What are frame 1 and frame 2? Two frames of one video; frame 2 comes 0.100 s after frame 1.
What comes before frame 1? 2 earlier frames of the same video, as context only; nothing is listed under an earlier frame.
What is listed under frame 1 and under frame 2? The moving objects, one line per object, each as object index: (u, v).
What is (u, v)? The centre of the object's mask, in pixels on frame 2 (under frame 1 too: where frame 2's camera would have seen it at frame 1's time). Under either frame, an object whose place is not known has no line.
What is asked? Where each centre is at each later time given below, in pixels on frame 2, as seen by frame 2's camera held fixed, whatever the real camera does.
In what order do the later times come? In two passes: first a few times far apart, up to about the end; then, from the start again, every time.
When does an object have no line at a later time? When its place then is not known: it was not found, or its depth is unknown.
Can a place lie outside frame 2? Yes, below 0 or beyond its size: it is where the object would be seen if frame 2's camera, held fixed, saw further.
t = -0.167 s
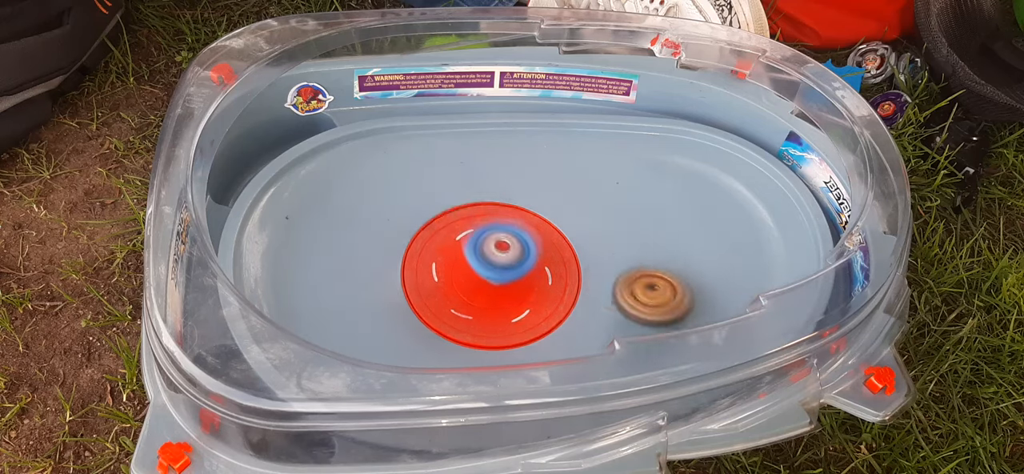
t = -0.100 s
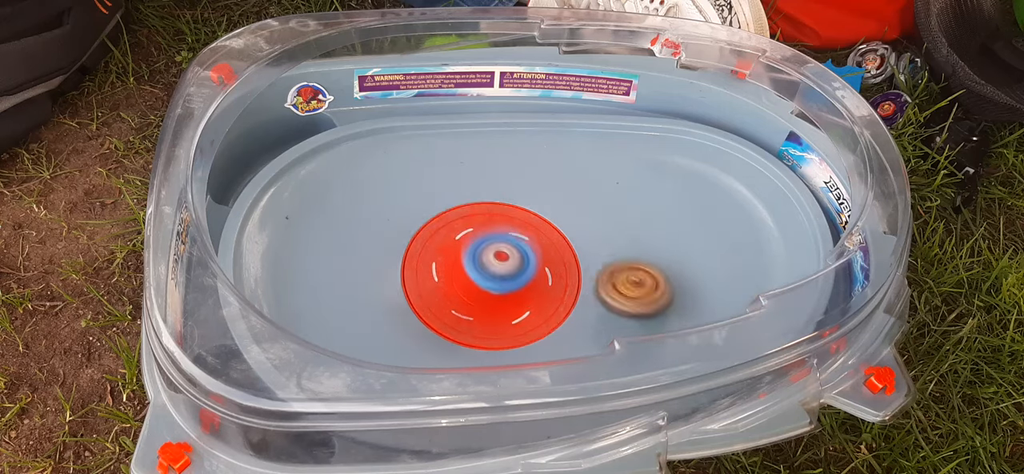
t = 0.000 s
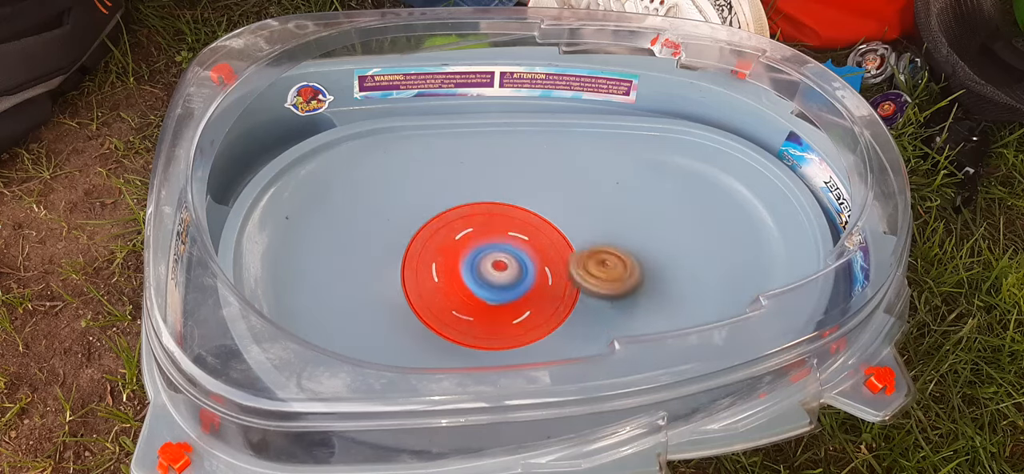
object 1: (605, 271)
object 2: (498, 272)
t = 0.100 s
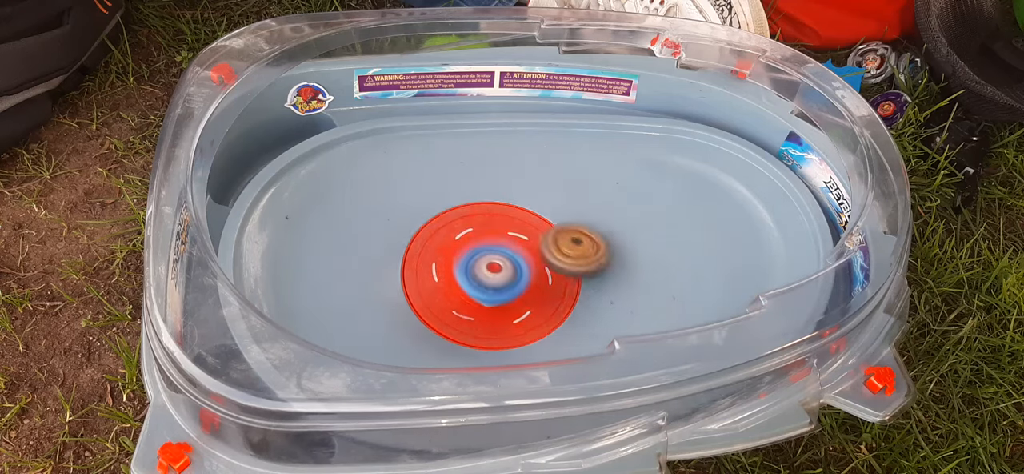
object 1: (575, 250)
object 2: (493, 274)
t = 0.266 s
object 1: (529, 215)
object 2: (493, 266)
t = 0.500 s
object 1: (482, 195)
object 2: (484, 267)
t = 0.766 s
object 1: (476, 200)
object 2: (516, 252)
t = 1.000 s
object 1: (495, 225)
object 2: (541, 263)
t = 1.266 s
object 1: (510, 264)
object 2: (564, 310)
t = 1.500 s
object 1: (523, 290)
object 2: (586, 321)
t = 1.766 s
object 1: (534, 288)
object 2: (618, 288)
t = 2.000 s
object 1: (518, 264)
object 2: (590, 265)
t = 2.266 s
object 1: (476, 246)
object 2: (546, 254)
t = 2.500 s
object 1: (467, 251)
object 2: (553, 217)
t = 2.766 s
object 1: (495, 254)
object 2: (521, 194)
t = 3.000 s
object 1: (532, 271)
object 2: (491, 193)
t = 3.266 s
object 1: (561, 265)
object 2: (459, 197)
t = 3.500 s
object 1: (541, 247)
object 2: (447, 230)
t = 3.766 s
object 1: (501, 233)
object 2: (448, 281)
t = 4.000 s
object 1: (460, 235)
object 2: (479, 302)
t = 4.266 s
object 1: (445, 260)
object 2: (528, 276)
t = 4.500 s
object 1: (480, 282)
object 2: (543, 237)
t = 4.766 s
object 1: (539, 281)
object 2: (525, 201)
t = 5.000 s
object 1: (569, 260)
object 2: (498, 211)
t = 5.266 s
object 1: (552, 234)
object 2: (483, 252)
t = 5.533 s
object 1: (514, 228)
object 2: (489, 289)
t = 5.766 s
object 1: (480, 239)
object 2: (532, 296)
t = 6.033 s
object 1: (469, 259)
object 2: (559, 272)
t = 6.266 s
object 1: (488, 274)
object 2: (555, 231)
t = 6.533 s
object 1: (526, 276)
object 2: (527, 202)
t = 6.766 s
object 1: (547, 262)
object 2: (494, 208)
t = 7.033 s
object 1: (542, 242)
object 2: (462, 248)
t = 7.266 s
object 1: (516, 230)
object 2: (476, 278)
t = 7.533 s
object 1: (492, 223)
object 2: (537, 288)
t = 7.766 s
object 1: (488, 236)
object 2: (561, 259)
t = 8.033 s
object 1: (465, 249)
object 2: (566, 227)
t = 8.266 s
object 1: (449, 251)
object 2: (530, 214)
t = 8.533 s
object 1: (442, 250)
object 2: (519, 232)
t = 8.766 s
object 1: (465, 253)
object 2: (536, 245)
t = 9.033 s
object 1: (491, 267)
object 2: (566, 245)
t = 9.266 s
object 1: (477, 284)
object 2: (540, 233)
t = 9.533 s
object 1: (468, 278)
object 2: (517, 234)
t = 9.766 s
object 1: (481, 274)
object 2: (535, 221)
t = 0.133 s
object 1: (563, 243)
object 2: (490, 272)
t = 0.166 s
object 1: (554, 236)
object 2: (490, 271)
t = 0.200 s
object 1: (545, 230)
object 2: (491, 267)
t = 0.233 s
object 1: (537, 223)
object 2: (493, 264)
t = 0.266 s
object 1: (529, 215)
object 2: (493, 266)
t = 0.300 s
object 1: (522, 208)
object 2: (491, 268)
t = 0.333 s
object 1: (515, 201)
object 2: (488, 268)
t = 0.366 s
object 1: (508, 195)
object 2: (485, 269)
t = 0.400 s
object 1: (501, 193)
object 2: (484, 268)
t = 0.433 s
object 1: (494, 193)
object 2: (483, 268)
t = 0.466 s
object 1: (487, 194)
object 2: (483, 268)
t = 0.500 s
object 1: (482, 195)
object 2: (484, 267)
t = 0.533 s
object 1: (478, 194)
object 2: (485, 264)
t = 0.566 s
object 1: (475, 195)
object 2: (488, 262)
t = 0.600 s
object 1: (473, 197)
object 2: (490, 260)
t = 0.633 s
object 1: (472, 197)
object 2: (494, 258)
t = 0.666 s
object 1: (472, 196)
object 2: (499, 255)
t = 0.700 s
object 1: (472, 196)
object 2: (504, 254)
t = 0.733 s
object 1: (474, 198)
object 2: (510, 252)
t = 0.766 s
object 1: (476, 200)
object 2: (516, 252)
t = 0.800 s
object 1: (477, 203)
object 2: (521, 252)
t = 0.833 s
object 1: (479, 206)
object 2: (526, 253)
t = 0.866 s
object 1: (482, 210)
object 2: (531, 254)
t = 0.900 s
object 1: (486, 214)
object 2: (533, 255)
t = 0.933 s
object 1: (489, 217)
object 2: (536, 257)
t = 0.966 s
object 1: (492, 221)
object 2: (538, 260)
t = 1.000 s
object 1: (495, 225)
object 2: (541, 263)
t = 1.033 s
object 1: (497, 231)
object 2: (548, 267)
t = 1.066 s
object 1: (500, 236)
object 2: (555, 274)
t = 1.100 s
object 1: (503, 242)
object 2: (561, 281)
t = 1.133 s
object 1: (505, 249)
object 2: (563, 287)
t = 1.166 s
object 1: (507, 253)
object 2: (558, 290)
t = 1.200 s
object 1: (506, 256)
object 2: (561, 296)
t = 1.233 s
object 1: (508, 259)
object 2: (562, 303)
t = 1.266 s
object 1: (510, 264)
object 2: (564, 310)
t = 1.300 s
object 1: (512, 269)
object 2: (564, 315)
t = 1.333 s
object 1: (514, 273)
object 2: (565, 320)
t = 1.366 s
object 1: (516, 278)
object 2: (567, 323)
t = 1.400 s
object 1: (517, 282)
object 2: (570, 325)
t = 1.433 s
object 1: (519, 285)
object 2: (575, 325)
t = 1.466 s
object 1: (521, 288)
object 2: (580, 323)
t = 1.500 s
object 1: (523, 290)
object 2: (586, 321)
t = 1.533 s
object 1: (525, 293)
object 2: (592, 317)
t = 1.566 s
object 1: (527, 295)
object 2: (597, 314)
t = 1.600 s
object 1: (529, 294)
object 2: (603, 310)
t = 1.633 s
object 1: (531, 294)
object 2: (607, 306)
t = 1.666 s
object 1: (533, 293)
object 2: (611, 302)
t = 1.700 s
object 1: (534, 292)
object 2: (614, 297)
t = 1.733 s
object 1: (534, 290)
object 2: (616, 293)
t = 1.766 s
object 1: (534, 288)
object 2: (618, 288)
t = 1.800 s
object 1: (533, 285)
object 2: (618, 284)
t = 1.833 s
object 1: (532, 282)
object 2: (617, 279)
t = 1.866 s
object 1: (530, 279)
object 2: (615, 275)
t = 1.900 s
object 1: (528, 275)
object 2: (612, 271)
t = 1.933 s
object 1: (526, 272)
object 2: (607, 268)
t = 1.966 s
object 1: (522, 268)
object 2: (600, 265)
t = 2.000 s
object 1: (518, 264)
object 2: (590, 265)
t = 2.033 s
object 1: (514, 260)
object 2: (579, 266)
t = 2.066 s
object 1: (504, 258)
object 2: (580, 265)
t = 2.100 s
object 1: (495, 254)
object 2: (578, 265)
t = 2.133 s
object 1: (490, 252)
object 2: (571, 266)
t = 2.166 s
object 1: (487, 250)
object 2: (563, 268)
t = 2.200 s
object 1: (484, 248)
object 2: (555, 265)
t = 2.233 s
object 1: (480, 247)
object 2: (549, 260)
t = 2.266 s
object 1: (476, 246)
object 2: (546, 254)
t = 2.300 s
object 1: (473, 244)
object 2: (546, 249)
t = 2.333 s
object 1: (469, 245)
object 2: (549, 240)
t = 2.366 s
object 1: (467, 246)
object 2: (551, 234)
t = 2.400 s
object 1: (466, 247)
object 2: (553, 228)
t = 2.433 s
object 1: (465, 248)
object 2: (555, 223)
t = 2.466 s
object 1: (465, 249)
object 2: (556, 219)
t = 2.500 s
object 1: (467, 251)
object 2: (553, 217)
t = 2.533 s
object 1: (469, 251)
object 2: (550, 215)
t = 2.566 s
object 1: (471, 252)
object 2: (548, 211)
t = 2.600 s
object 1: (475, 252)
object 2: (545, 208)
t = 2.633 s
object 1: (479, 253)
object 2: (540, 206)
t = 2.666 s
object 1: (483, 253)
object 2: (537, 202)
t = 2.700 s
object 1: (488, 252)
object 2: (532, 199)
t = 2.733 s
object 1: (493, 252)
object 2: (528, 197)
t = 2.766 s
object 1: (495, 254)
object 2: (521, 194)
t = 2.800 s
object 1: (499, 258)
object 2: (515, 191)
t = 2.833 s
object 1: (504, 259)
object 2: (511, 190)
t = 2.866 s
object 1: (509, 262)
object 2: (508, 192)
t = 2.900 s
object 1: (514, 264)
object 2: (506, 197)
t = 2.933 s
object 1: (520, 266)
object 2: (502, 199)
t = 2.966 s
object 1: (527, 268)
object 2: (497, 194)
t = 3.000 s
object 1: (532, 271)
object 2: (491, 193)
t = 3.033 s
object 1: (539, 272)
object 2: (486, 195)
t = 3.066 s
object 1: (545, 272)
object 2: (481, 195)
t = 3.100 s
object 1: (550, 271)
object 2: (476, 195)
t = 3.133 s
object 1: (554, 271)
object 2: (471, 194)
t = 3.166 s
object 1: (558, 271)
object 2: (466, 194)
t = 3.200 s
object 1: (560, 268)
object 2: (465, 195)
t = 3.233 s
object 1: (561, 266)
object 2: (462, 196)
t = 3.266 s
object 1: (561, 265)
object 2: (459, 197)
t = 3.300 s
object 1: (561, 263)
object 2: (454, 200)
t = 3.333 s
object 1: (560, 260)
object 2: (450, 204)
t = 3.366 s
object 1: (558, 257)
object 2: (448, 209)
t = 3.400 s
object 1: (555, 255)
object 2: (447, 212)
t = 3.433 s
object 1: (552, 252)
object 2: (445, 218)
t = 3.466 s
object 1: (547, 249)
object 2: (447, 224)
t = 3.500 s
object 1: (541, 247)
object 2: (447, 230)
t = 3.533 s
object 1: (536, 246)
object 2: (450, 236)
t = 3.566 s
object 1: (530, 243)
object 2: (453, 242)
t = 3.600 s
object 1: (526, 242)
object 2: (455, 248)
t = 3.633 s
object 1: (524, 239)
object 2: (450, 256)
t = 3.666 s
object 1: (520, 238)
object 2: (448, 263)
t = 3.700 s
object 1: (514, 236)
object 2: (446, 269)
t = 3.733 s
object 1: (507, 234)
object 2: (447, 275)
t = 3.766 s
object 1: (501, 233)
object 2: (448, 281)
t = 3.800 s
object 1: (495, 231)
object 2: (450, 286)
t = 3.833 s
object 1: (488, 231)
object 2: (453, 291)
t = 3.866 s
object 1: (481, 231)
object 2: (457, 295)
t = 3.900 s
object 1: (475, 231)
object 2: (463, 298)
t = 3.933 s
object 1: (469, 232)
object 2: (468, 300)
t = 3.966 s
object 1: (464, 233)
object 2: (473, 302)
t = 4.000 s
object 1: (460, 235)
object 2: (479, 302)
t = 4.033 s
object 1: (456, 236)
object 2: (486, 301)
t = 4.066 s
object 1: (451, 239)
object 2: (492, 300)
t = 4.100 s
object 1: (448, 242)
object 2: (499, 298)
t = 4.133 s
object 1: (445, 245)
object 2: (505, 295)
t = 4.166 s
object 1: (444, 249)
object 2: (510, 291)
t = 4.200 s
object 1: (443, 253)
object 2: (517, 286)
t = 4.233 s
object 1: (444, 256)
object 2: (523, 281)
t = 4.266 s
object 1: (445, 260)
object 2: (528, 276)
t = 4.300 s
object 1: (447, 264)
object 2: (532, 270)
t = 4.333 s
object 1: (451, 267)
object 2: (536, 264)
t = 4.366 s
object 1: (455, 270)
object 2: (538, 259)
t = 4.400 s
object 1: (460, 273)
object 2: (541, 254)
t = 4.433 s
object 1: (466, 276)
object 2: (542, 248)
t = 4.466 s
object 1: (473, 279)
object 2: (543, 243)
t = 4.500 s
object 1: (480, 282)
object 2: (543, 237)
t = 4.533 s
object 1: (488, 283)
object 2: (542, 230)
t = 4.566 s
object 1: (495, 284)
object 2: (541, 224)
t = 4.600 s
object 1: (503, 285)
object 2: (539, 219)
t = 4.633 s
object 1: (511, 286)
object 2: (537, 215)
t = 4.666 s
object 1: (518, 285)
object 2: (534, 211)
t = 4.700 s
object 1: (525, 284)
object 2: (530, 206)
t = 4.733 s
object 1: (532, 283)
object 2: (528, 204)
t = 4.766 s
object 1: (539, 281)
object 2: (525, 201)
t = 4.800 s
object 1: (545, 279)
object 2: (521, 200)
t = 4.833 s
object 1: (551, 277)
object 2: (518, 201)
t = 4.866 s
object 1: (556, 274)
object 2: (515, 201)
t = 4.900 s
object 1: (560, 271)
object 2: (509, 203)
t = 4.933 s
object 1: (564, 266)
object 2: (505, 205)
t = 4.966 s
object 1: (568, 263)
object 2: (501, 208)
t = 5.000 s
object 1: (569, 260)
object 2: (498, 211)
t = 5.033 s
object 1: (570, 255)
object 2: (494, 216)
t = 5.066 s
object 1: (570, 252)
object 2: (491, 219)
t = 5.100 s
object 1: (569, 248)
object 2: (489, 224)
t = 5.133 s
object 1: (567, 244)
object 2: (487, 229)
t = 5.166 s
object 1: (564, 242)
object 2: (486, 235)
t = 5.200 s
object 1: (560, 238)
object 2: (484, 240)
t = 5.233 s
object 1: (557, 236)
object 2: (483, 246)
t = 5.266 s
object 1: (552, 234)
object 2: (483, 252)
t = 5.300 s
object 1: (549, 231)
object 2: (482, 259)
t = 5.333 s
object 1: (545, 229)
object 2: (481, 265)
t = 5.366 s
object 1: (541, 228)
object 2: (479, 269)
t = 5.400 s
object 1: (535, 227)
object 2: (480, 275)
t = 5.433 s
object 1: (530, 227)
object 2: (481, 279)
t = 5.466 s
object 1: (524, 226)
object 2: (483, 283)
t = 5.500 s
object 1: (519, 227)
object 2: (485, 286)
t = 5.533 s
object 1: (514, 228)
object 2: (489, 289)
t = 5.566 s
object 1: (508, 229)
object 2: (494, 291)
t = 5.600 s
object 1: (503, 231)
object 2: (499, 292)
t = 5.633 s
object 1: (498, 232)
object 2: (503, 292)
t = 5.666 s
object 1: (493, 235)
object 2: (509, 291)
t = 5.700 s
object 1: (489, 236)
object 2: (517, 293)
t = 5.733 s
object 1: (485, 237)
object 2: (525, 295)
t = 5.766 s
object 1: (480, 239)
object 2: (532, 296)
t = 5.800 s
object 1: (477, 241)
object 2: (537, 295)
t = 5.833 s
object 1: (473, 243)
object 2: (543, 294)
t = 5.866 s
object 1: (471, 246)
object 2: (546, 292)
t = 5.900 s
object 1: (469, 248)
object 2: (551, 290)
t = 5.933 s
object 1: (467, 250)
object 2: (555, 285)
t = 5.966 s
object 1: (468, 253)
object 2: (557, 282)
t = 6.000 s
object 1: (468, 254)
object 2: (558, 277)
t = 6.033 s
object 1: (469, 259)
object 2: (559, 272)
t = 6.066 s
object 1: (472, 261)
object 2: (558, 267)
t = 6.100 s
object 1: (473, 263)
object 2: (557, 262)
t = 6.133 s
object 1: (477, 267)
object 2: (555, 256)
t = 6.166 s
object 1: (481, 269)
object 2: (553, 251)
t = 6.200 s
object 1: (482, 271)
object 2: (555, 244)
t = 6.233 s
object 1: (485, 273)
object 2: (556, 237)
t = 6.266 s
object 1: (488, 274)
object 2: (555, 231)
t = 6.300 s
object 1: (493, 275)
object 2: (553, 228)
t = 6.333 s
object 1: (498, 276)
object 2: (552, 223)
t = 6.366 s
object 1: (503, 276)
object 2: (550, 219)
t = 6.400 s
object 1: (508, 276)
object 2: (545, 216)
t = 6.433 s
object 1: (513, 275)
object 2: (541, 213)
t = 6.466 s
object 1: (516, 277)
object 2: (536, 208)
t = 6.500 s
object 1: (521, 277)
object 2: (531, 205)
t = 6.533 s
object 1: (526, 276)
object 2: (527, 202)
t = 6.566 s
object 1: (530, 276)
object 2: (523, 200)
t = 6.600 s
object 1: (534, 274)
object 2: (519, 199)
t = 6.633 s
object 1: (538, 272)
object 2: (514, 198)
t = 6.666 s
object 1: (542, 270)
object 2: (509, 199)
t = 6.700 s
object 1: (544, 267)
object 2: (503, 202)
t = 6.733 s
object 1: (547, 264)
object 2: (498, 205)
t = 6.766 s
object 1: (547, 262)
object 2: (494, 208)
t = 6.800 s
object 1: (549, 260)
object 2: (489, 212)
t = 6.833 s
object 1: (551, 258)
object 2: (483, 216)
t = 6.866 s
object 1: (550, 256)
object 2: (480, 219)
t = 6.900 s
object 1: (549, 253)
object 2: (475, 225)
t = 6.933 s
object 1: (547, 249)
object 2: (472, 229)
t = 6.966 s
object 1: (546, 246)
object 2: (469, 235)
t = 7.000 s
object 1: (544, 244)
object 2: (466, 241)
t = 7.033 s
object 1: (542, 242)
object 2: (462, 248)
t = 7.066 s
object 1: (540, 239)
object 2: (462, 254)
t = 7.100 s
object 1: (535, 237)
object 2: (462, 259)
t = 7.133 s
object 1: (532, 235)
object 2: (462, 263)
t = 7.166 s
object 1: (527, 233)
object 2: (464, 267)
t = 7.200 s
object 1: (524, 232)
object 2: (467, 271)
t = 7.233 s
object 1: (519, 231)
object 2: (471, 274)
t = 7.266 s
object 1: (516, 230)
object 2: (476, 278)
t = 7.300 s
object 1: (513, 229)
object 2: (481, 282)
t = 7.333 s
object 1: (508, 227)
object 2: (486, 283)
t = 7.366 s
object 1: (506, 227)
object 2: (493, 284)
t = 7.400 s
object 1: (501, 227)
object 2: (500, 284)
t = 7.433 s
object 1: (500, 225)
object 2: (510, 286)
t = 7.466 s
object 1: (498, 225)
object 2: (519, 288)
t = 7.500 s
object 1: (494, 225)
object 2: (529, 289)
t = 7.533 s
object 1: (492, 223)
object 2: (537, 288)
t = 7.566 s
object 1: (488, 224)
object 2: (544, 286)
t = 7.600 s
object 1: (487, 225)
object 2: (552, 282)
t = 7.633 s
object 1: (485, 227)
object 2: (558, 279)
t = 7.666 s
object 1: (486, 229)
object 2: (562, 274)
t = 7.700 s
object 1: (485, 231)
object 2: (563, 270)
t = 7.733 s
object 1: (487, 234)
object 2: (562, 265)
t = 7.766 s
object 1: (488, 236)
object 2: (561, 259)
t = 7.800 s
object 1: (489, 240)
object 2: (560, 254)
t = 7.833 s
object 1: (489, 241)
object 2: (564, 247)
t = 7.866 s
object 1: (489, 243)
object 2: (567, 243)
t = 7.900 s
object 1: (488, 245)
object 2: (562, 239)
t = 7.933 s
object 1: (479, 246)
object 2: (566, 236)
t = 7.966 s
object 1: (472, 247)
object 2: (568, 233)
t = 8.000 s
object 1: (467, 248)
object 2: (569, 229)
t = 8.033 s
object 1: (465, 249)
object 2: (566, 227)
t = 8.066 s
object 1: (461, 250)
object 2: (565, 222)
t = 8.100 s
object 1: (457, 251)
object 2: (562, 219)
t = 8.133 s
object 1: (452, 251)
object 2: (557, 217)
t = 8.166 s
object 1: (450, 250)
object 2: (550, 215)
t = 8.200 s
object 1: (448, 251)
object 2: (543, 217)
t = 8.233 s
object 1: (448, 250)
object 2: (539, 215)
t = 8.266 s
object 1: (449, 251)
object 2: (530, 214)
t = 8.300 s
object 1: (449, 251)
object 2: (517, 217)
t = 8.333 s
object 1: (449, 252)
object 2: (509, 221)
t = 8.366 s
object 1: (445, 251)
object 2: (509, 221)
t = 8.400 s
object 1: (445, 250)
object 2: (506, 223)
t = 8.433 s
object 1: (442, 250)
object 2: (509, 226)
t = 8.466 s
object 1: (441, 250)
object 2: (513, 228)
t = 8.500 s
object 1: (440, 250)
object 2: (516, 230)
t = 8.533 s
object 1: (442, 250)
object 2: (519, 232)
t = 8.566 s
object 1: (442, 250)
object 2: (522, 235)
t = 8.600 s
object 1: (445, 249)
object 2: (526, 237)
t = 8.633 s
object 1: (448, 251)
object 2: (528, 238)
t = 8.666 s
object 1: (451, 250)
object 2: (531, 240)
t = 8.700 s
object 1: (456, 252)
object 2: (532, 242)
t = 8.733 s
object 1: (460, 252)
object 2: (536, 244)
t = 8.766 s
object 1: (465, 253)
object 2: (536, 245)
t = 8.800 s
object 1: (469, 255)
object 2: (537, 247)
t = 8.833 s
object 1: (472, 255)
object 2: (542, 248)
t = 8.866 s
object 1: (473, 255)
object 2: (549, 249)
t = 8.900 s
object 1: (478, 256)
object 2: (555, 248)
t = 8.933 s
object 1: (483, 260)
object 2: (561, 247)
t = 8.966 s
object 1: (485, 263)
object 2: (569, 246)
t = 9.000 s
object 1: (487, 264)
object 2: (571, 245)
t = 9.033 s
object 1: (491, 267)
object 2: (566, 245)
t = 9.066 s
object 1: (488, 271)
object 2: (564, 243)
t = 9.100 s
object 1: (483, 275)
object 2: (562, 238)
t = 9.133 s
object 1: (483, 276)
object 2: (557, 236)
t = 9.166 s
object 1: (483, 279)
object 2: (552, 234)
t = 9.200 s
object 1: (480, 282)
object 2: (550, 233)
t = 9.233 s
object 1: (478, 283)
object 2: (546, 232)
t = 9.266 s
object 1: (477, 284)
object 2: (540, 233)
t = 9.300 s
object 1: (476, 285)
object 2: (532, 231)
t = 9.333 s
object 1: (476, 286)
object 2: (525, 233)
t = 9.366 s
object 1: (476, 286)
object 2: (519, 237)
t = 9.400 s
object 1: (476, 286)
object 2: (512, 235)
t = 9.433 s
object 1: (475, 284)
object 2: (508, 234)
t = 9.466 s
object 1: (472, 283)
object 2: (508, 235)
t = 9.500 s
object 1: (469, 282)
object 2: (513, 234)
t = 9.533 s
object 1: (468, 278)
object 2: (517, 234)
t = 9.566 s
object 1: (469, 276)
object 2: (522, 233)
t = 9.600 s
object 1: (473, 275)
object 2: (526, 232)
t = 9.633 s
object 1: (476, 276)
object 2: (527, 233)
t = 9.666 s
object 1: (478, 277)
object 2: (529, 232)
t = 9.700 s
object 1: (477, 277)
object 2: (533, 228)
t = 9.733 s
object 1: (478, 275)
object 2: (535, 224)
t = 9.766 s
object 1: (481, 274)
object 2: (535, 221)
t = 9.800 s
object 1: (486, 274)
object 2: (535, 219)
